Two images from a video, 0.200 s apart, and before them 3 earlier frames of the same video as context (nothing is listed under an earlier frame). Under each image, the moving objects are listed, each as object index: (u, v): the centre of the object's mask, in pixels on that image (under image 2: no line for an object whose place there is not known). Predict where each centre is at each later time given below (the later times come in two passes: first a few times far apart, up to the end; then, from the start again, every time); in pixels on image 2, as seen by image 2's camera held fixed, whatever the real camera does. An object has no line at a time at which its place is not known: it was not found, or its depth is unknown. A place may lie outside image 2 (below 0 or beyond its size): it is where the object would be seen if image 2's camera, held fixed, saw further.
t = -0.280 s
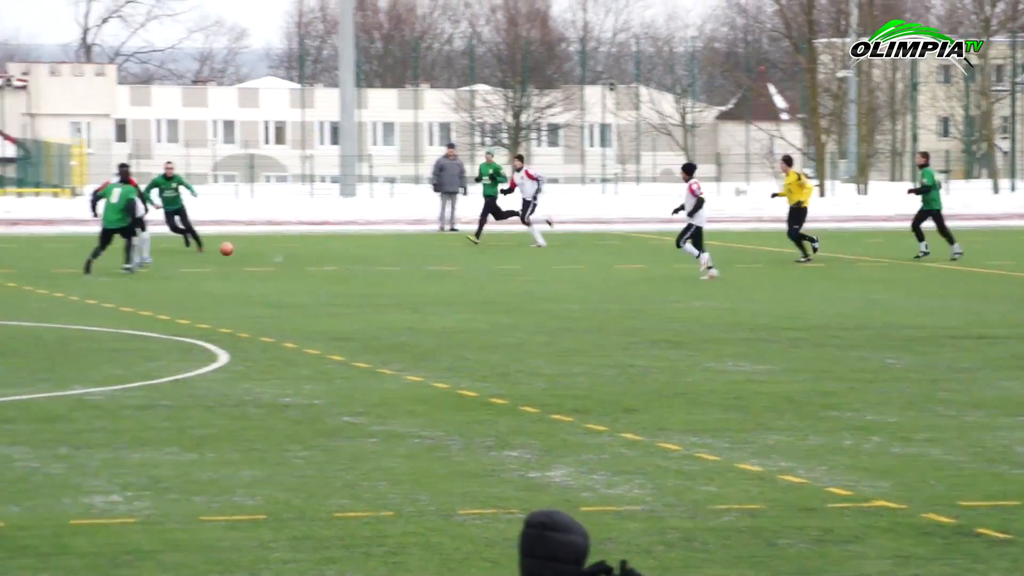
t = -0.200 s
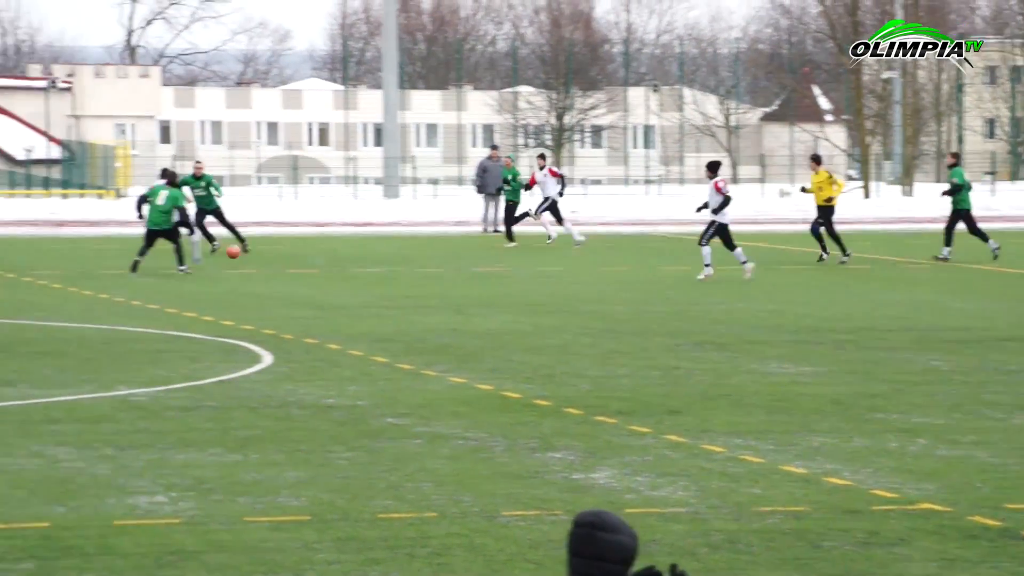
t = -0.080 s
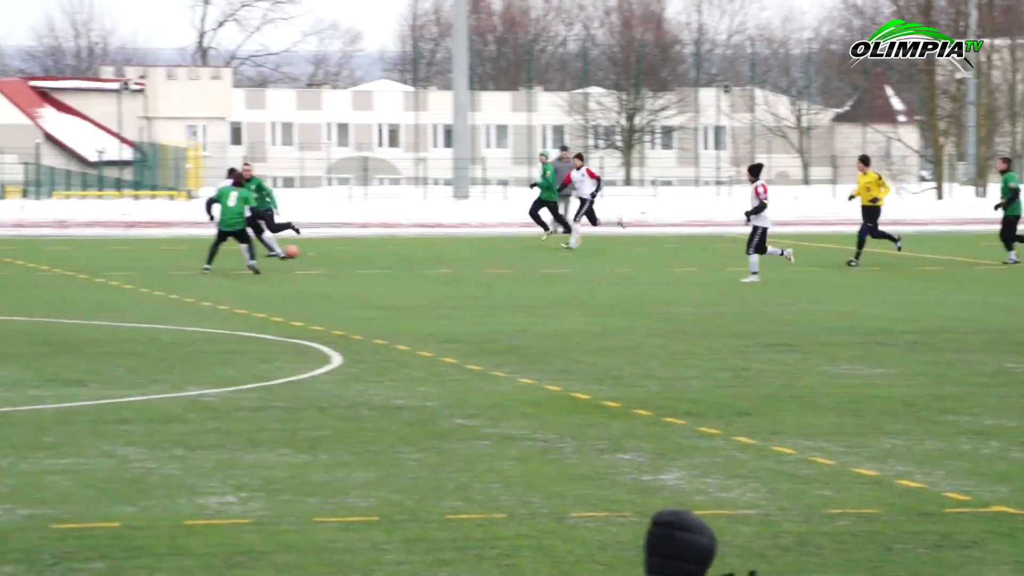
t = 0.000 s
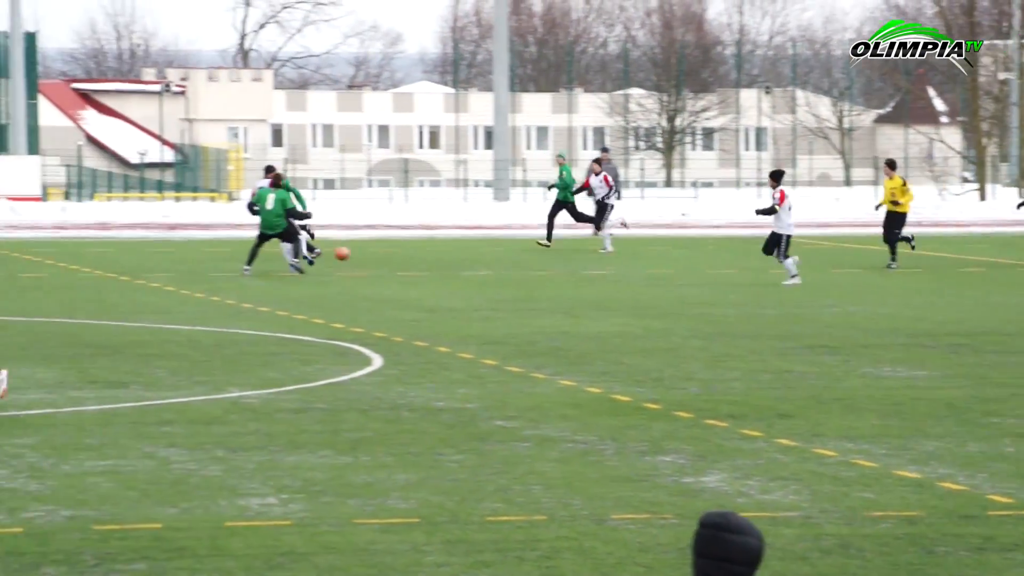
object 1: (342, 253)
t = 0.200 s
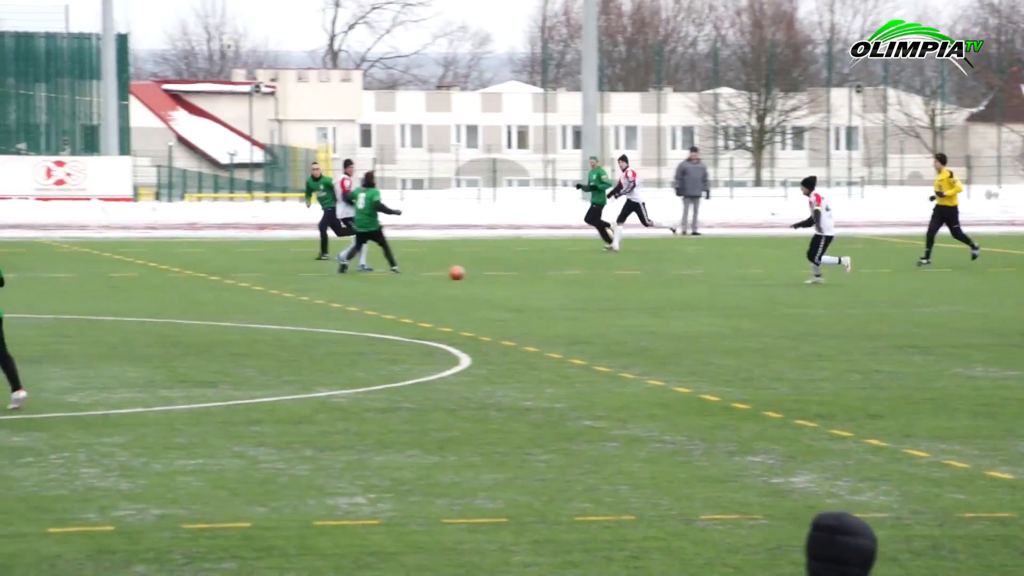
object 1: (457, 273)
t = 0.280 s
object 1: (462, 269)
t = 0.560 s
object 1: (477, 280)
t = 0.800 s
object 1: (476, 286)
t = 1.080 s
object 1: (464, 294)
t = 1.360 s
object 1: (447, 302)
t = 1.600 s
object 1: (431, 306)
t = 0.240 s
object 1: (460, 271)
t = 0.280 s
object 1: (462, 269)
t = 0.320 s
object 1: (465, 268)
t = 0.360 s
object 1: (467, 268)
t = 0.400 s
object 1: (470, 269)
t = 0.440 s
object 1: (472, 272)
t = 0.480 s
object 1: (475, 276)
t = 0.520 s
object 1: (477, 281)
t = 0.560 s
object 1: (477, 280)
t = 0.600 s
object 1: (477, 278)
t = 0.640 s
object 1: (477, 277)
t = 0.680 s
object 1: (477, 278)
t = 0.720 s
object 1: (477, 280)
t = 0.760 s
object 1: (476, 282)
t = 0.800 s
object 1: (476, 286)
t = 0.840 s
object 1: (475, 287)
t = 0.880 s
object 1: (473, 286)
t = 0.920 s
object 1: (472, 286)
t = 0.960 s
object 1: (470, 286)
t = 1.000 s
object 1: (468, 288)
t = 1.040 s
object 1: (466, 291)
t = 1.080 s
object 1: (464, 294)
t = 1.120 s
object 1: (462, 294)
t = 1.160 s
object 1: (460, 294)
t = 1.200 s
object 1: (458, 295)
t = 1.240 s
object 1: (455, 299)
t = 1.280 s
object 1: (453, 299)
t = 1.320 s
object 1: (450, 300)
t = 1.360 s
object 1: (447, 302)
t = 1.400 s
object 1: (445, 303)
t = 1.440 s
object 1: (443, 303)
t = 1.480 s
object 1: (439, 304)
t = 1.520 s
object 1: (437, 306)
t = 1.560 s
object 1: (434, 306)
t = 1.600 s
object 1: (431, 306)
